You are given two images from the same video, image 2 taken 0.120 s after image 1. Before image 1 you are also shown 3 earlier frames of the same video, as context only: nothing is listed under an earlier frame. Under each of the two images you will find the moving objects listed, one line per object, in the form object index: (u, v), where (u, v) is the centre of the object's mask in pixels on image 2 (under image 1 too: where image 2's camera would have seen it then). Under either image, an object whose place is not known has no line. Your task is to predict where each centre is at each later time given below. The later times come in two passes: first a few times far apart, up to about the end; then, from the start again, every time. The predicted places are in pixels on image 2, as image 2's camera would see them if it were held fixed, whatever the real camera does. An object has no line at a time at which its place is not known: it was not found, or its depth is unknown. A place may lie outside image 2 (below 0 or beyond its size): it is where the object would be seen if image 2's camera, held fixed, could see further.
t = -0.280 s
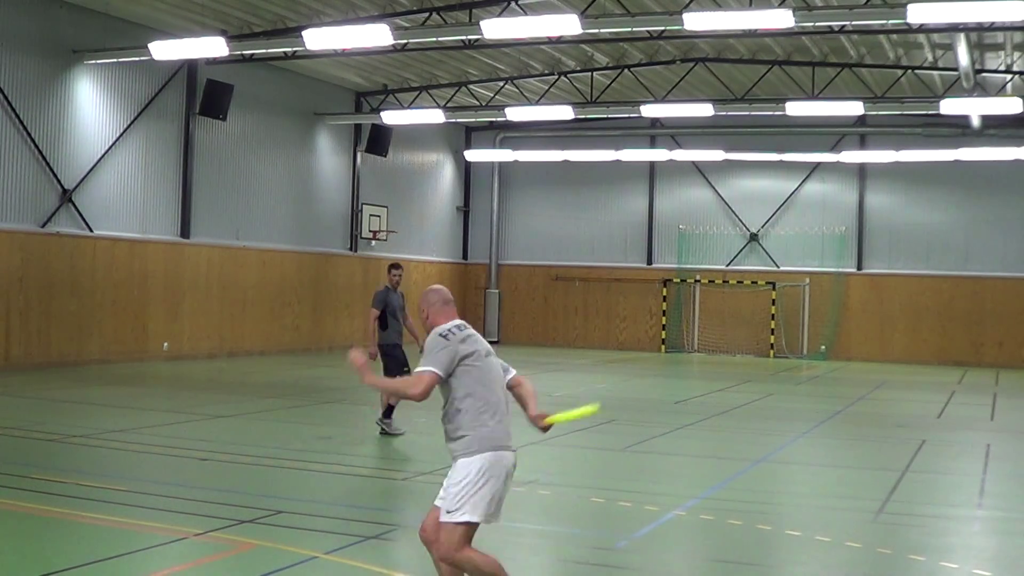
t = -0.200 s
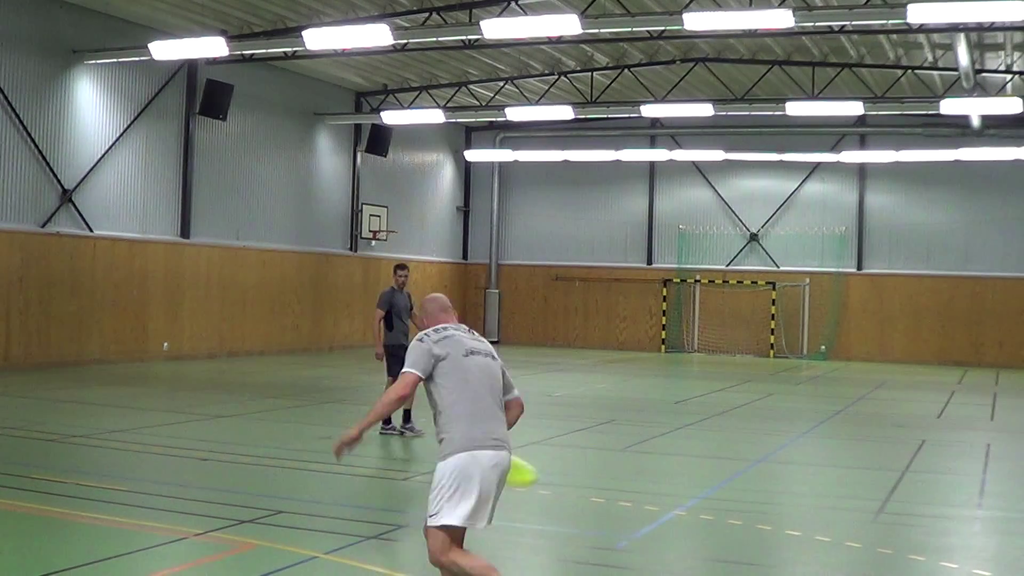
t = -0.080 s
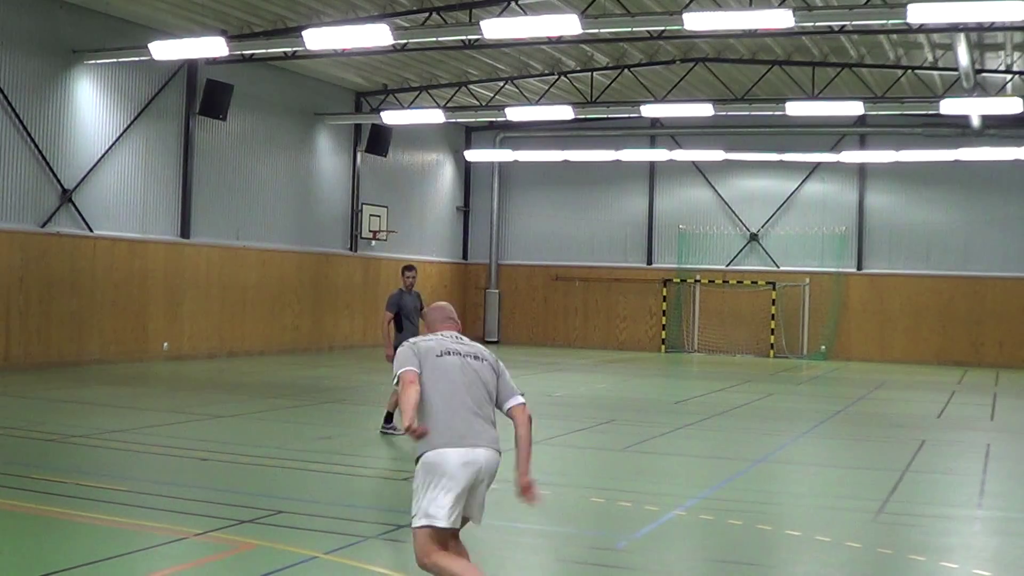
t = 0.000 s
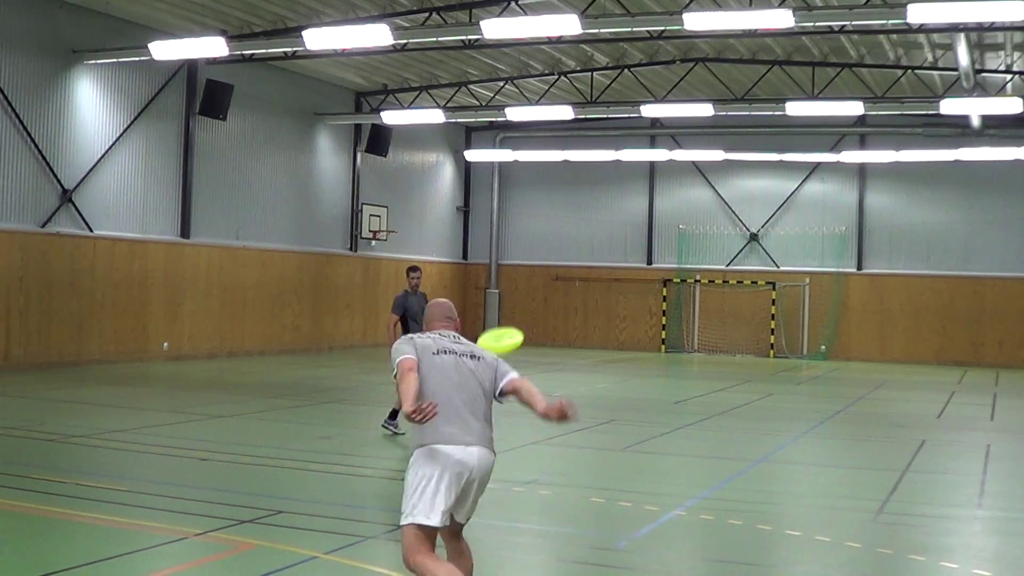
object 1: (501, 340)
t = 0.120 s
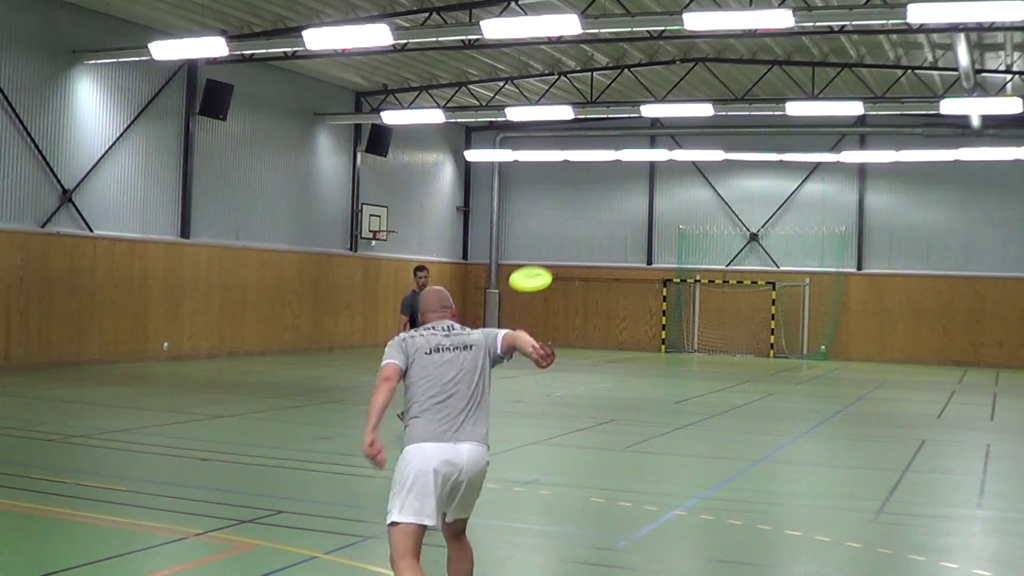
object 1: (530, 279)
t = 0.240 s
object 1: (554, 238)
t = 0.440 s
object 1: (582, 204)
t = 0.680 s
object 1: (604, 202)
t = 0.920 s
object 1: (618, 230)
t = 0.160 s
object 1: (539, 263)
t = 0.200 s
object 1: (547, 250)
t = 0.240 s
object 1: (554, 238)
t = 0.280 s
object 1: (560, 228)
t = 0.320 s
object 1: (566, 221)
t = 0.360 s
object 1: (572, 214)
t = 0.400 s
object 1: (577, 208)
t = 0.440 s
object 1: (582, 204)
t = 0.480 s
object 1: (586, 201)
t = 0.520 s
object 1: (590, 200)
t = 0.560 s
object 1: (594, 199)
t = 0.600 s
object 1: (597, 199)
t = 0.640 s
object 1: (600, 200)
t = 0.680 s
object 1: (604, 202)
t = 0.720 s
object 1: (606, 205)
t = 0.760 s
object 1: (609, 209)
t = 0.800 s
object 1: (612, 213)
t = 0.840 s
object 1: (614, 218)
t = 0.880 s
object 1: (616, 223)
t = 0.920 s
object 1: (618, 230)
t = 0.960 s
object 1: (620, 237)
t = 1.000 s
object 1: (621, 245)
